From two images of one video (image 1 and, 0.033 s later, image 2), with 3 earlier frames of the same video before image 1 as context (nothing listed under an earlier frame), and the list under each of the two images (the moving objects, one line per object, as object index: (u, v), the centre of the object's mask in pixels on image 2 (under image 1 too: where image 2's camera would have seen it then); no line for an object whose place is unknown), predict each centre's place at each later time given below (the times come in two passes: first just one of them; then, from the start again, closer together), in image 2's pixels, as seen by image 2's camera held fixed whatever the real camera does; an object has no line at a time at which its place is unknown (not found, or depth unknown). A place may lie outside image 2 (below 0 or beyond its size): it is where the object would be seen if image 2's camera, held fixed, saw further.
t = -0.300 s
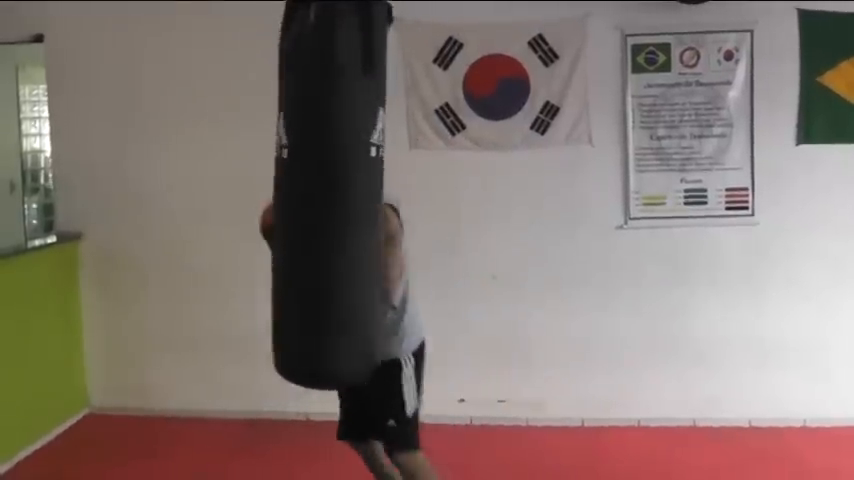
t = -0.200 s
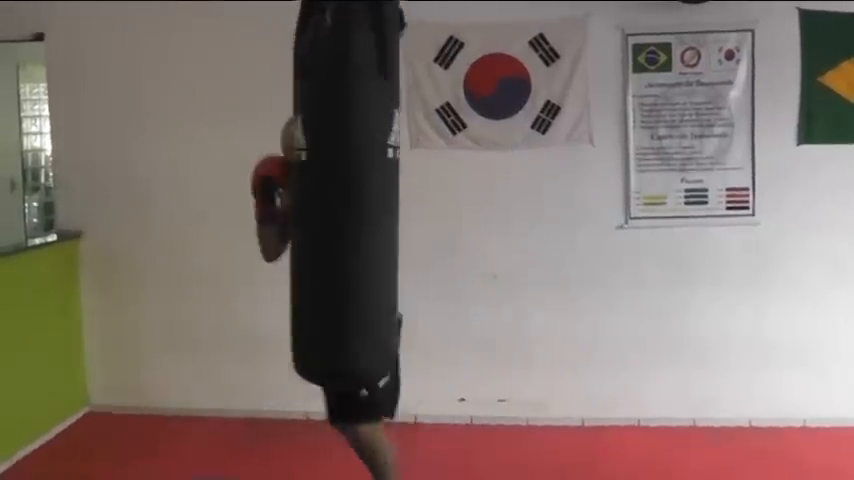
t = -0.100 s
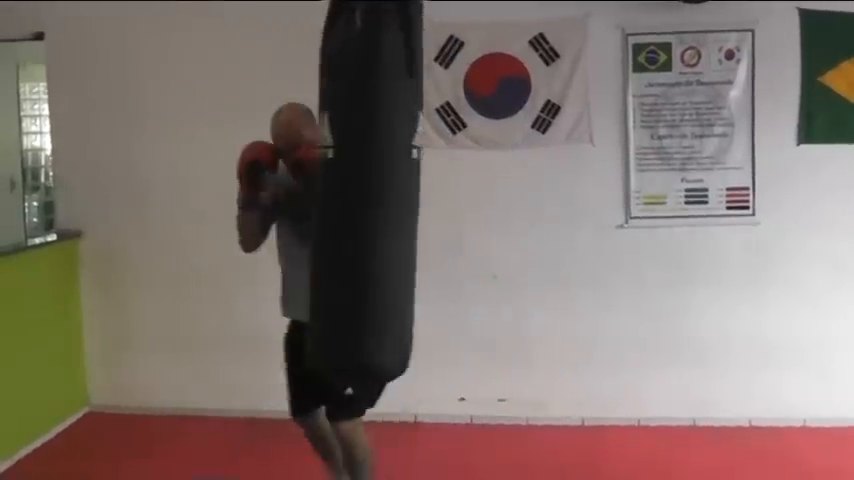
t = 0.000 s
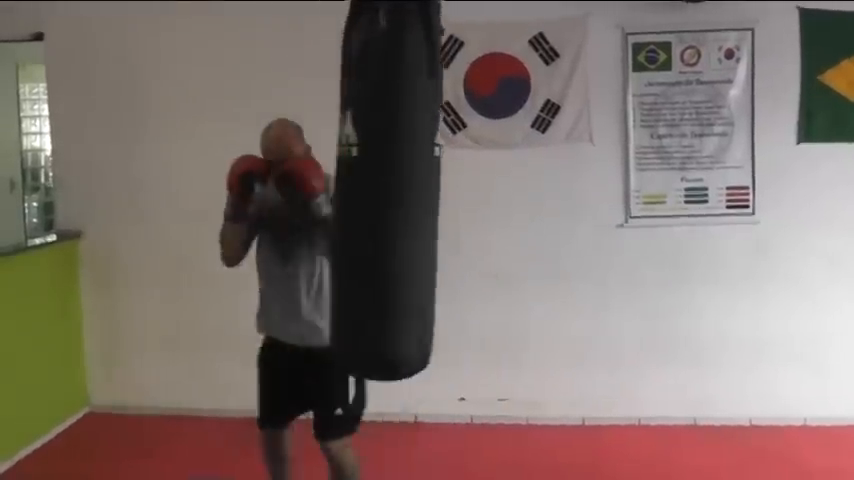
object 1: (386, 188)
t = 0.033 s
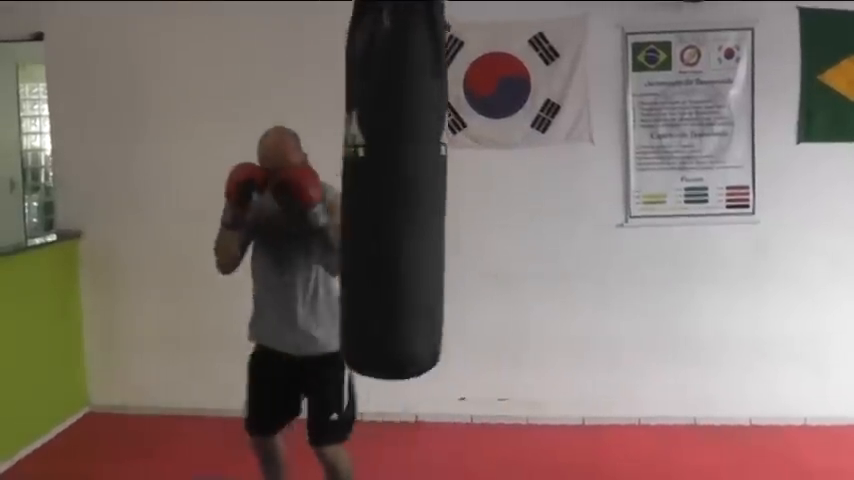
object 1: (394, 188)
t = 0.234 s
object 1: (428, 187)
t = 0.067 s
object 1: (400, 189)
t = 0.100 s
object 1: (406, 188)
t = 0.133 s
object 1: (411, 187)
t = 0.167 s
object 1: (417, 187)
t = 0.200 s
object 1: (422, 187)
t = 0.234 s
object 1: (428, 187)
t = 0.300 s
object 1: (438, 186)
